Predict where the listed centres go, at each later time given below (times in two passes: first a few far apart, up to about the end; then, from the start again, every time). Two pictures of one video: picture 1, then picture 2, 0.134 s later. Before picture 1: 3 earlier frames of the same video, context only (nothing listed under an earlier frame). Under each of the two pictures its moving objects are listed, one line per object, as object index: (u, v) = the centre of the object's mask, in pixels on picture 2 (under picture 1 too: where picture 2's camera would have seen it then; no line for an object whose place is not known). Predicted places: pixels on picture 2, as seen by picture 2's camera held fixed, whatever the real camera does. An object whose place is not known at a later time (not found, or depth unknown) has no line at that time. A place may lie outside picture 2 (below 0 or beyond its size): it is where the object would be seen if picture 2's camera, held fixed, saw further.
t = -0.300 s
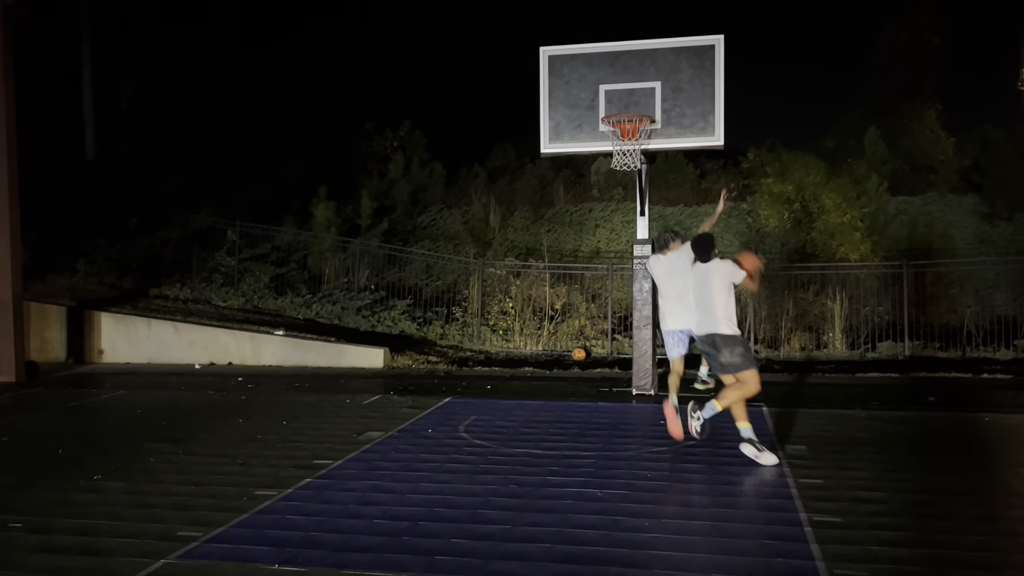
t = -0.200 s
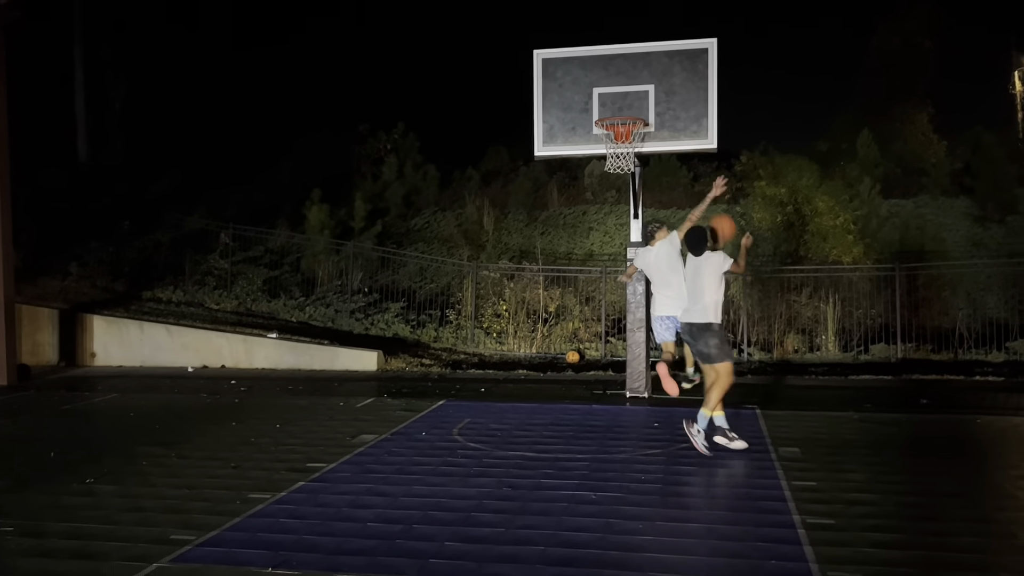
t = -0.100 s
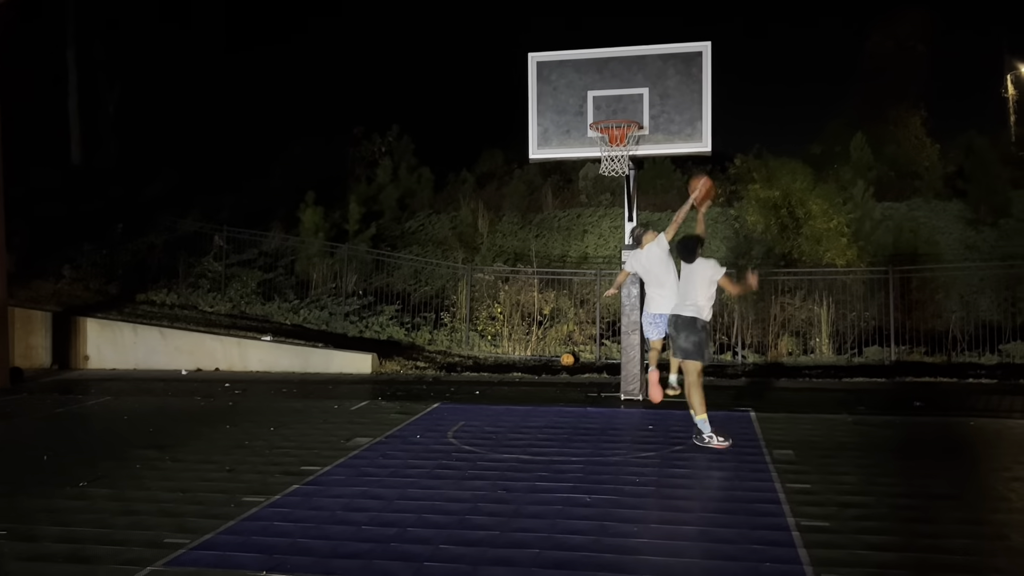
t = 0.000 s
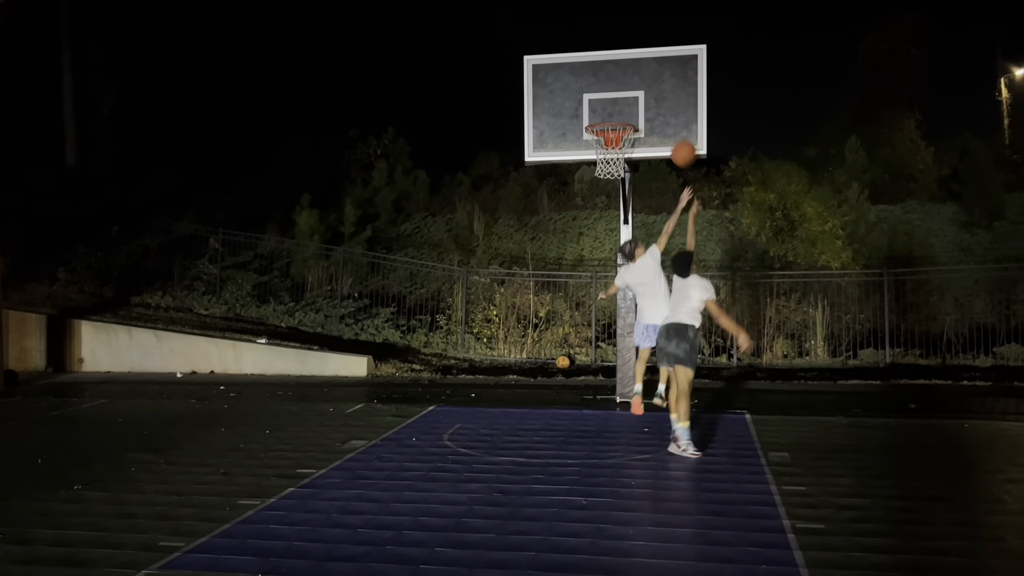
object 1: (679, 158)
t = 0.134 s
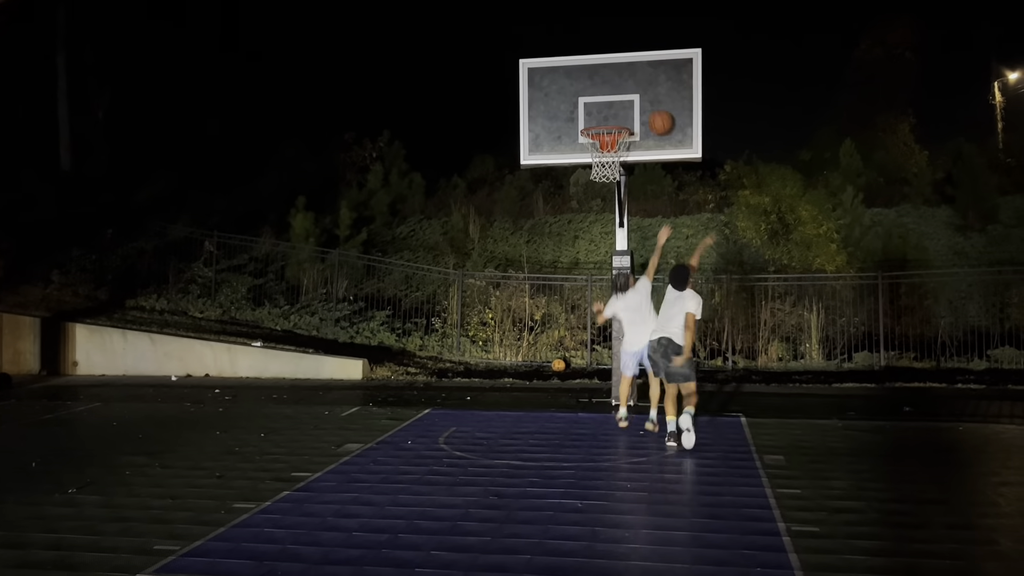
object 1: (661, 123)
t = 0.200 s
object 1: (652, 113)
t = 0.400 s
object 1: (636, 95)
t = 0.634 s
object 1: (622, 118)
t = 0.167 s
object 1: (657, 117)
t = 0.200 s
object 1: (652, 113)
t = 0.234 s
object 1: (648, 109)
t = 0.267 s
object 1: (645, 105)
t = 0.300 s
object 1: (643, 101)
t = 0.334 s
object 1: (641, 97)
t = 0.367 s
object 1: (639, 96)
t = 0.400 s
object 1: (636, 95)
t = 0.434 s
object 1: (635, 95)
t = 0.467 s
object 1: (633, 96)
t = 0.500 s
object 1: (630, 99)
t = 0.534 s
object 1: (628, 102)
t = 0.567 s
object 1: (626, 108)
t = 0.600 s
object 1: (624, 112)
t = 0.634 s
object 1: (622, 118)
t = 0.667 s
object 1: (619, 120)
